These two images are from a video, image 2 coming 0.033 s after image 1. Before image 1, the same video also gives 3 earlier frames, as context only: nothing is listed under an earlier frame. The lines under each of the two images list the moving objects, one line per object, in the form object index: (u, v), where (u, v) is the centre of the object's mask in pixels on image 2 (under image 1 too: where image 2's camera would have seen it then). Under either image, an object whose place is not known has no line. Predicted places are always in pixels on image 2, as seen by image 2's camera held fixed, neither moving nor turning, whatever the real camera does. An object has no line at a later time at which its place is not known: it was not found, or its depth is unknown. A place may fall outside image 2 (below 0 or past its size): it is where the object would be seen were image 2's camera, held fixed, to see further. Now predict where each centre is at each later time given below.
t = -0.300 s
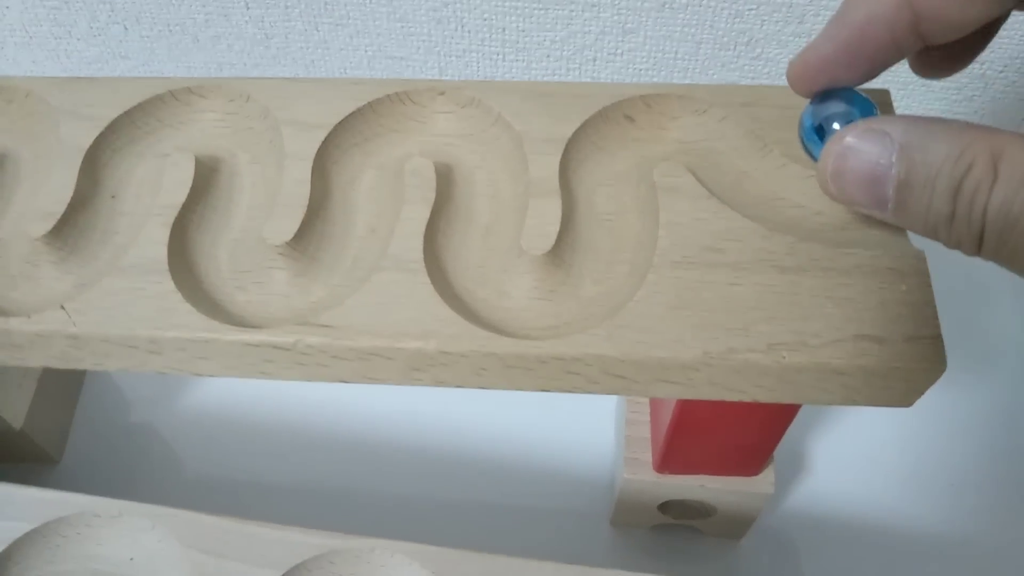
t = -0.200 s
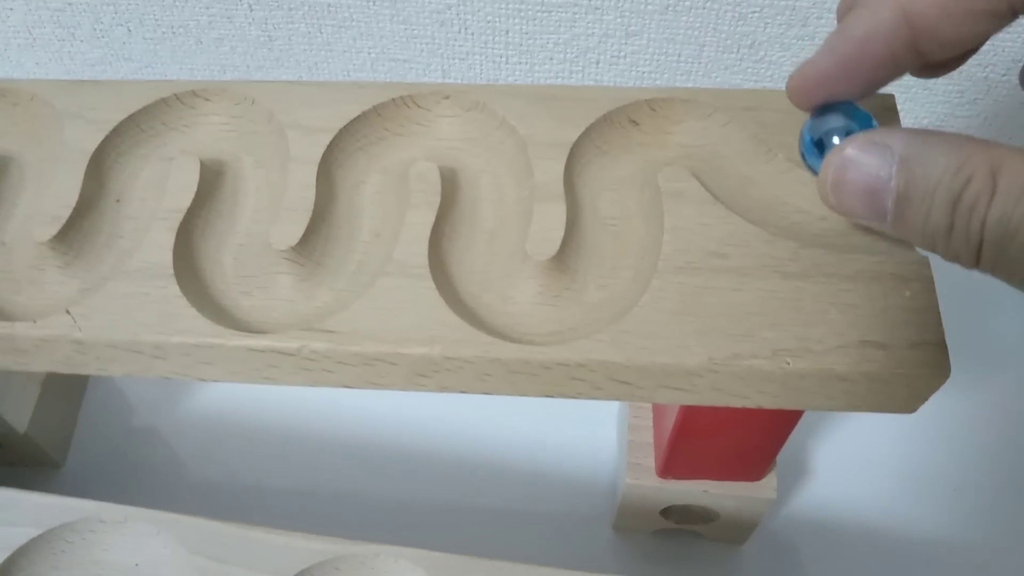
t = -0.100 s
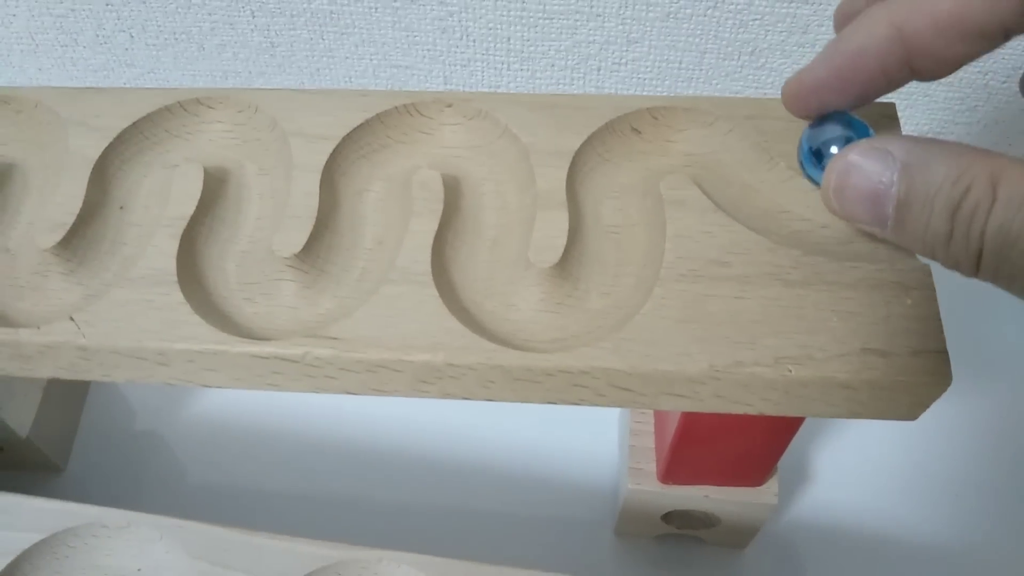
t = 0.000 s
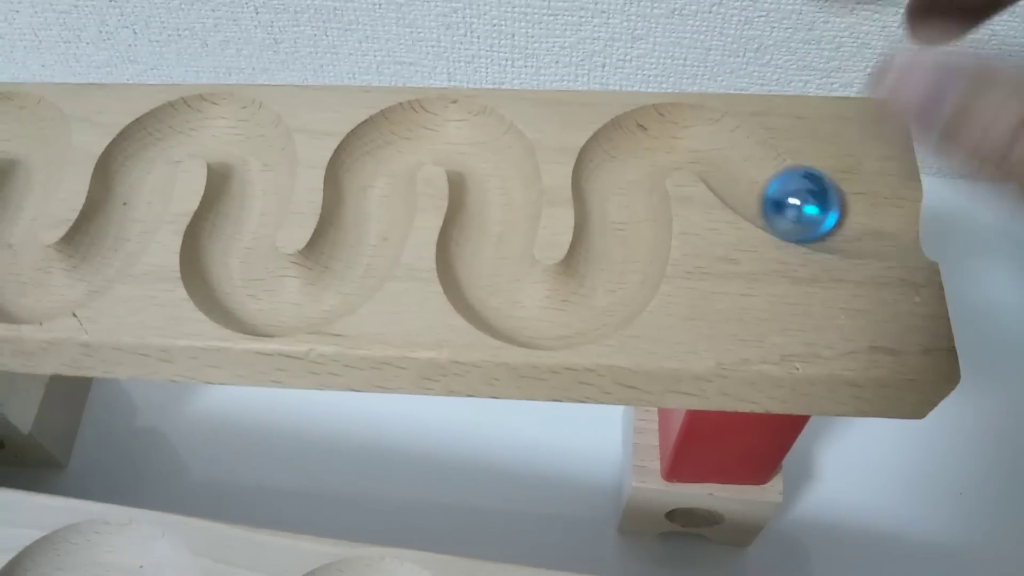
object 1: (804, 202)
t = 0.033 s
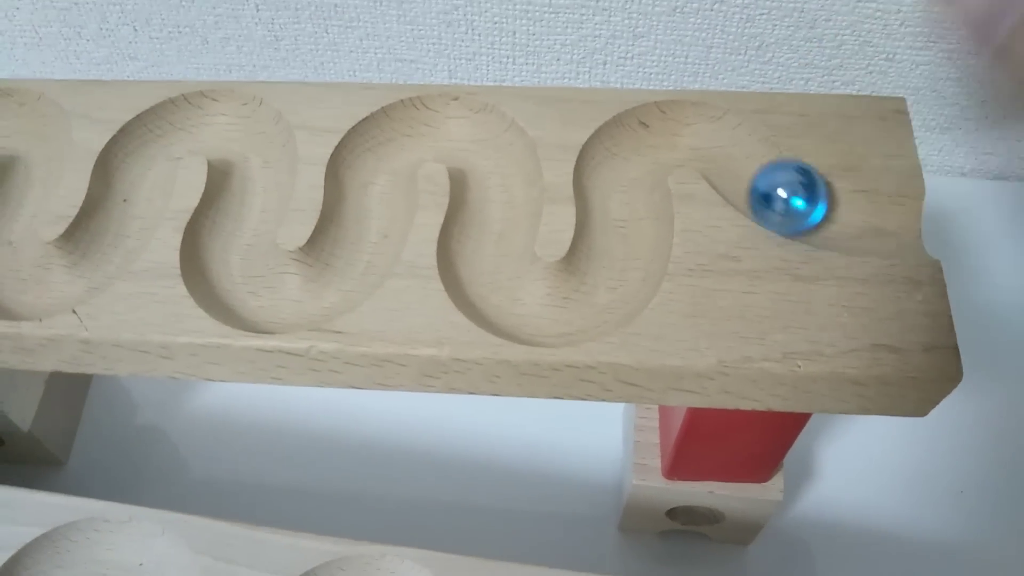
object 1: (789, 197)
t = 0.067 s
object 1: (778, 191)
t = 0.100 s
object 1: (776, 174)
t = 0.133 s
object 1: (762, 163)
